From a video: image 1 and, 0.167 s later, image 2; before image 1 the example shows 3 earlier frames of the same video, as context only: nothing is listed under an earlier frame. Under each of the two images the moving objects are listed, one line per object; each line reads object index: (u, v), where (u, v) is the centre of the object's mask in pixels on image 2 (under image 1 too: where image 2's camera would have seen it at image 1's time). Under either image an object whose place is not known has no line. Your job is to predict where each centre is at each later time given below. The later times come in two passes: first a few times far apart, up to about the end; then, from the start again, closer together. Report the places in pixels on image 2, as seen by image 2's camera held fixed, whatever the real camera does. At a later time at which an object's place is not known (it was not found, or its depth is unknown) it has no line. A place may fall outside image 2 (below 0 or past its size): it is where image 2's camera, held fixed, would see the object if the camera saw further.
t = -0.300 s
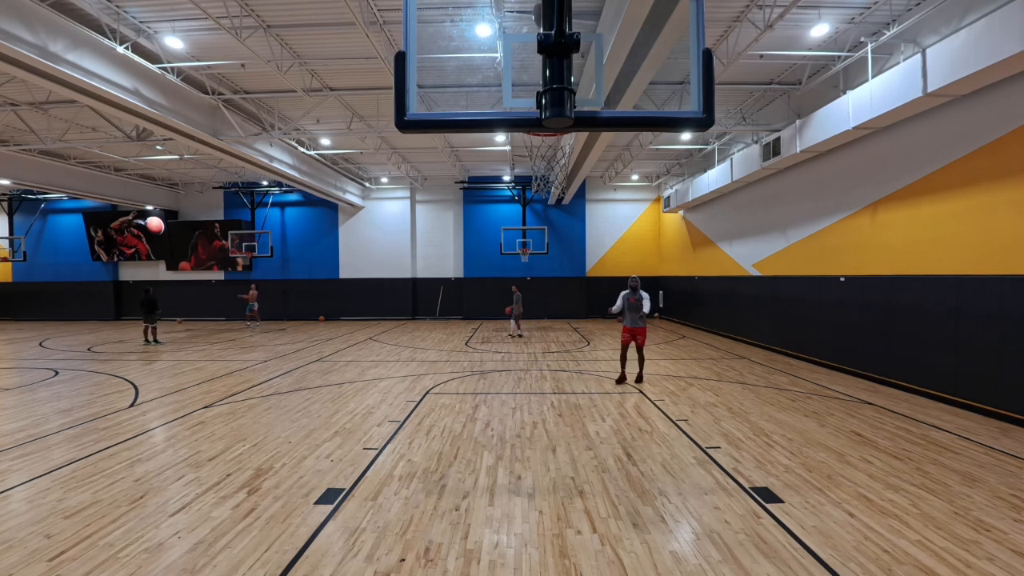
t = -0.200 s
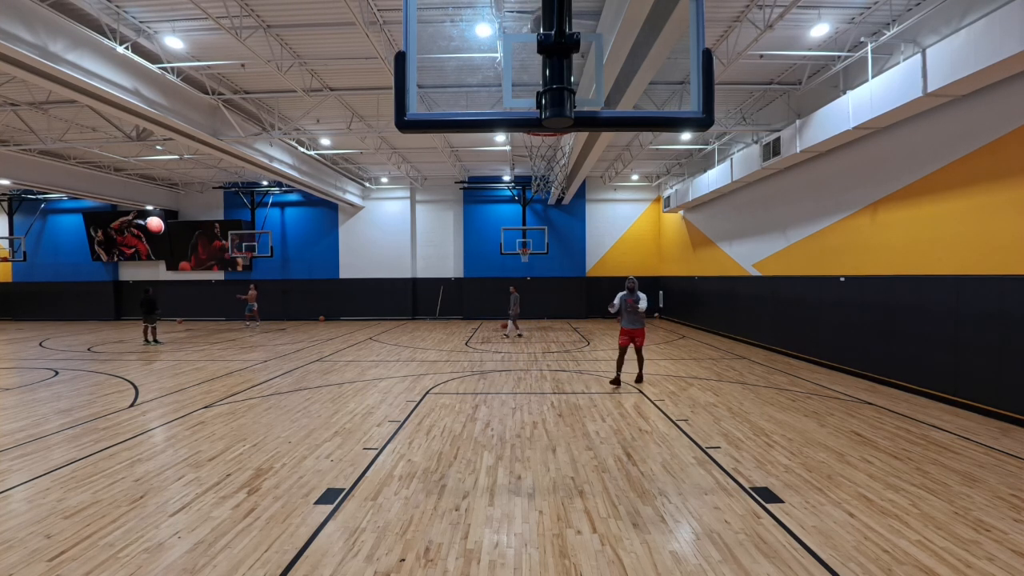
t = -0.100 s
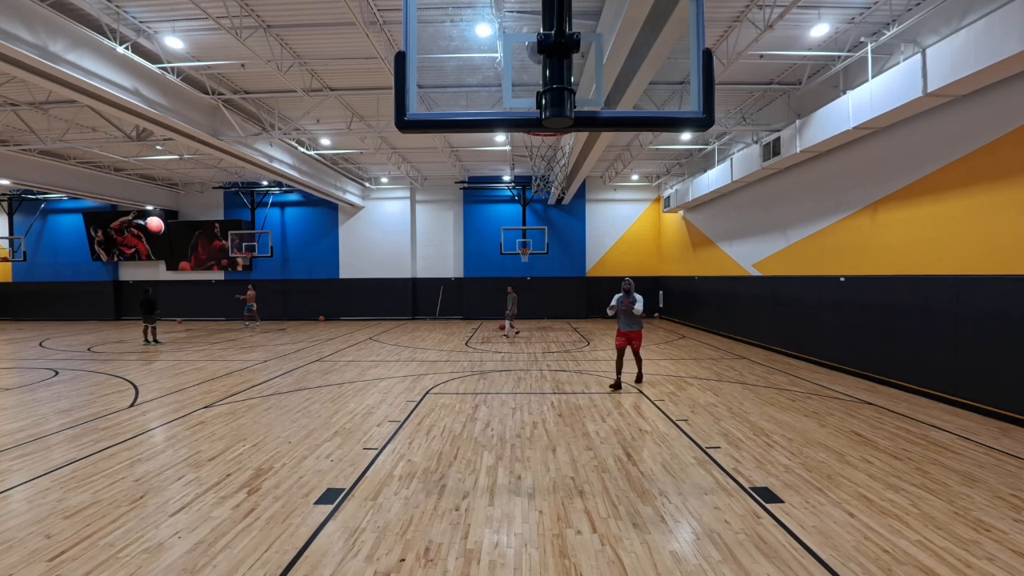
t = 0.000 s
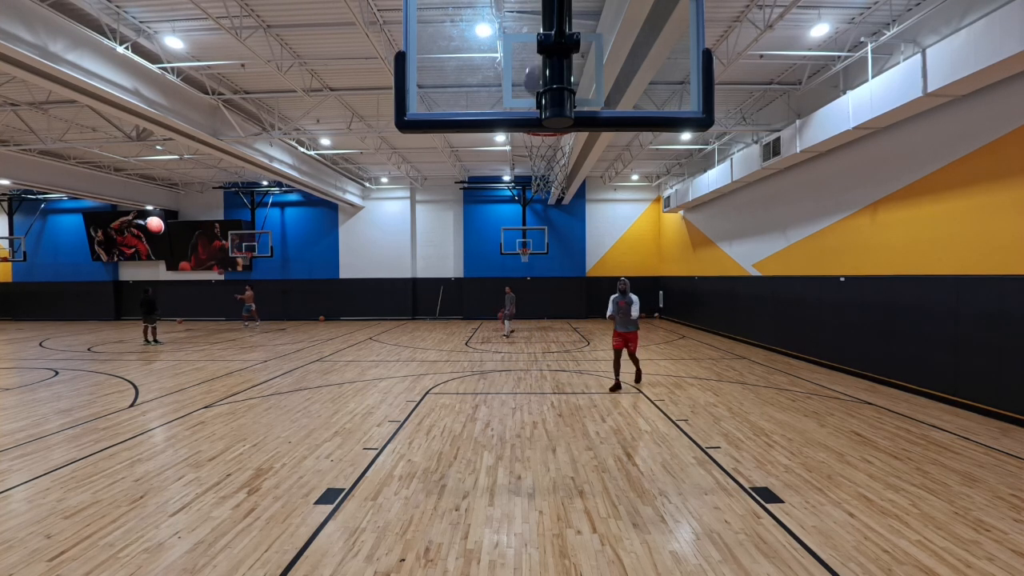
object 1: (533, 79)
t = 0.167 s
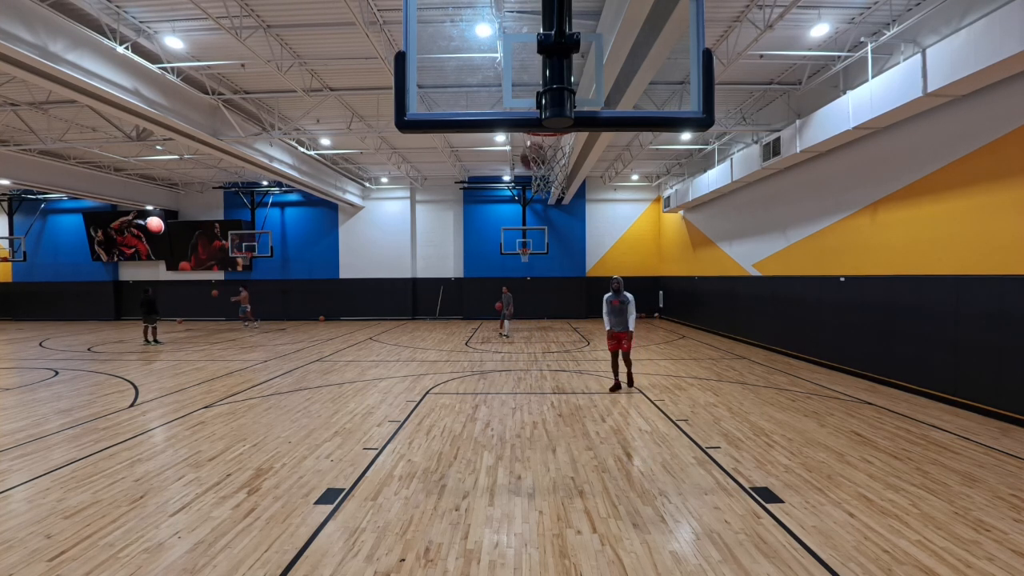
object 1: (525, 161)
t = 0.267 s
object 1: (532, 212)
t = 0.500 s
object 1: (526, 363)
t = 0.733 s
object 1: (523, 409)
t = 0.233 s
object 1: (529, 194)
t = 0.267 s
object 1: (532, 212)
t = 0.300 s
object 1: (531, 232)
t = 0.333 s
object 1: (530, 253)
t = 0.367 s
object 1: (529, 275)
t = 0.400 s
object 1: (528, 295)
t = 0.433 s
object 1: (528, 316)
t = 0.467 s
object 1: (527, 340)
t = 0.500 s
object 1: (526, 363)
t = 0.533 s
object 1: (526, 386)
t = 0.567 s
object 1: (525, 410)
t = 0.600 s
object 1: (525, 433)
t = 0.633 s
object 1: (525, 459)
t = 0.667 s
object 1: (524, 443)
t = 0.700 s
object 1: (524, 426)
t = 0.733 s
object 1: (523, 409)
